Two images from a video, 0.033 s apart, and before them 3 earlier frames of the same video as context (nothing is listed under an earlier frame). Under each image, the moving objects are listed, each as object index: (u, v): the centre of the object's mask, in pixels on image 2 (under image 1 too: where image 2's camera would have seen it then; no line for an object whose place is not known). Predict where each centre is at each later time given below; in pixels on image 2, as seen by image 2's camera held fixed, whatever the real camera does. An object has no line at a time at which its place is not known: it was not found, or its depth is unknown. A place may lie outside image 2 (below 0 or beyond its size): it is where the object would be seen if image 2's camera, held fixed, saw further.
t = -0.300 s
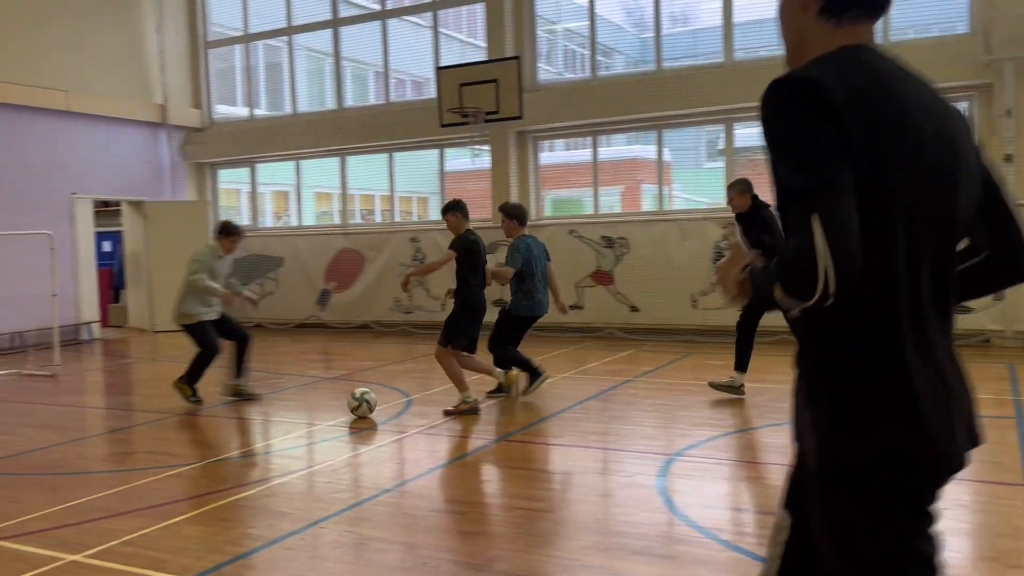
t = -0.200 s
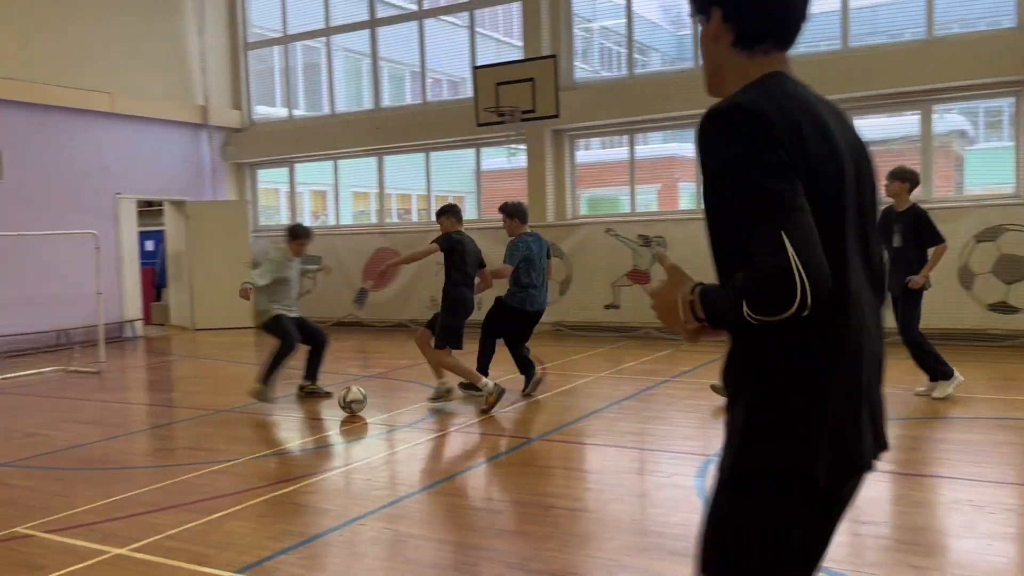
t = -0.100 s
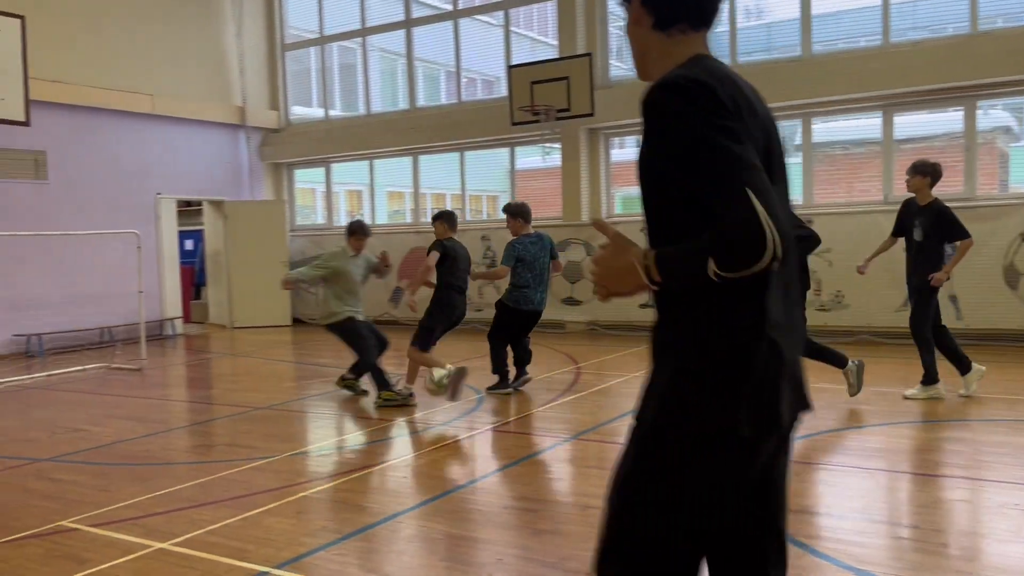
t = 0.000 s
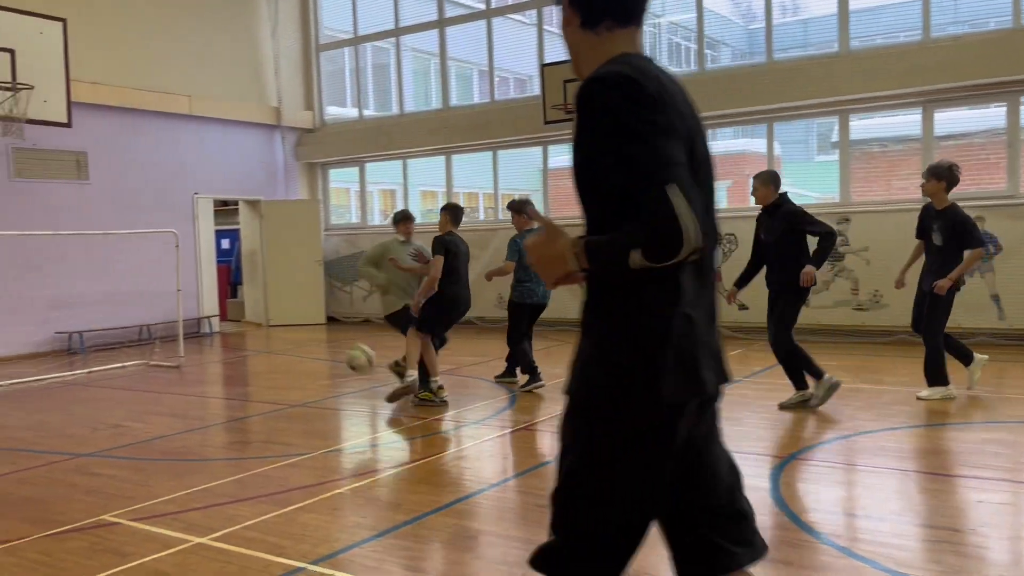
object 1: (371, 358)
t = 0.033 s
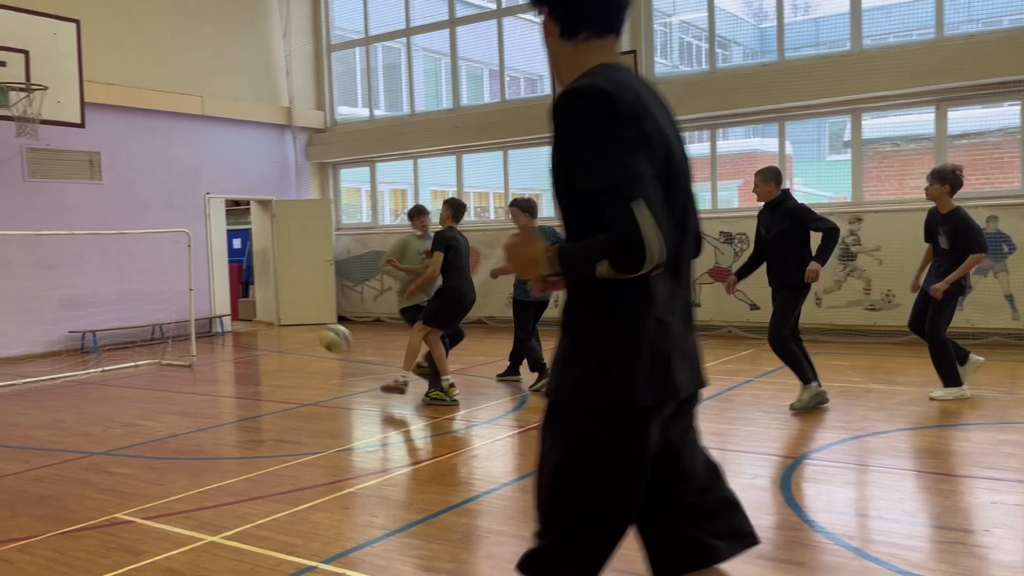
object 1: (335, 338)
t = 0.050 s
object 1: (317, 330)
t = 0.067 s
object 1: (301, 321)
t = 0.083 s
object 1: (284, 313)
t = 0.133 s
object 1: (233, 293)
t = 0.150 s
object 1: (216, 288)
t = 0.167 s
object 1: (199, 283)
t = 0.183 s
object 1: (183, 277)
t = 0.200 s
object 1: (167, 272)
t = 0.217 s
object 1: (151, 269)
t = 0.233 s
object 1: (134, 264)
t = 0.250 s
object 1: (118, 261)
